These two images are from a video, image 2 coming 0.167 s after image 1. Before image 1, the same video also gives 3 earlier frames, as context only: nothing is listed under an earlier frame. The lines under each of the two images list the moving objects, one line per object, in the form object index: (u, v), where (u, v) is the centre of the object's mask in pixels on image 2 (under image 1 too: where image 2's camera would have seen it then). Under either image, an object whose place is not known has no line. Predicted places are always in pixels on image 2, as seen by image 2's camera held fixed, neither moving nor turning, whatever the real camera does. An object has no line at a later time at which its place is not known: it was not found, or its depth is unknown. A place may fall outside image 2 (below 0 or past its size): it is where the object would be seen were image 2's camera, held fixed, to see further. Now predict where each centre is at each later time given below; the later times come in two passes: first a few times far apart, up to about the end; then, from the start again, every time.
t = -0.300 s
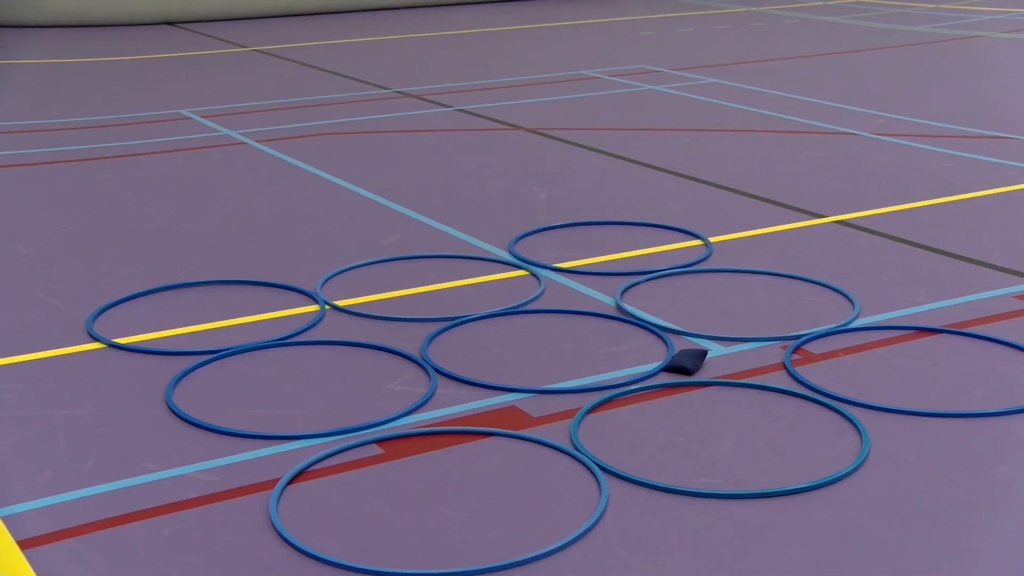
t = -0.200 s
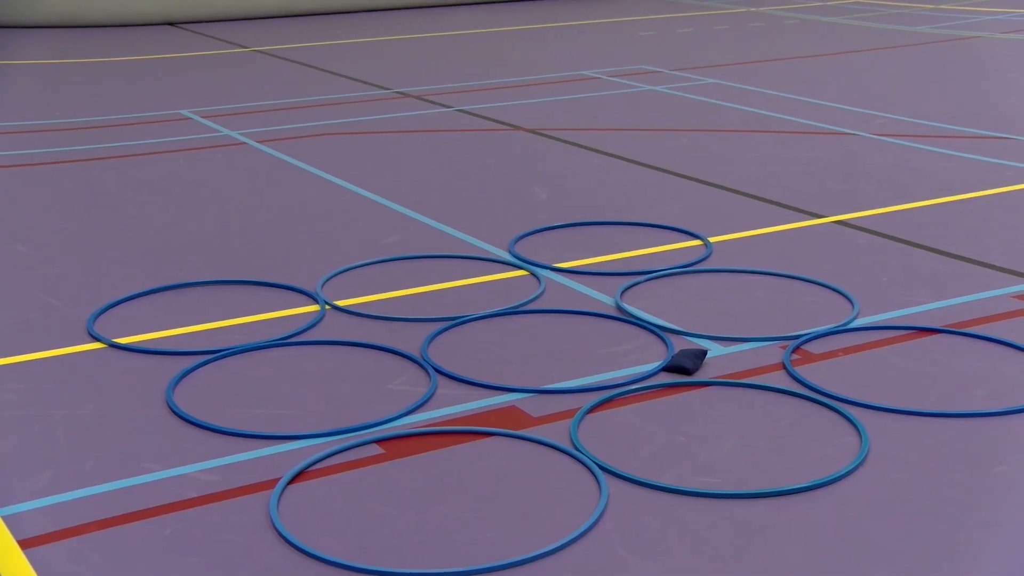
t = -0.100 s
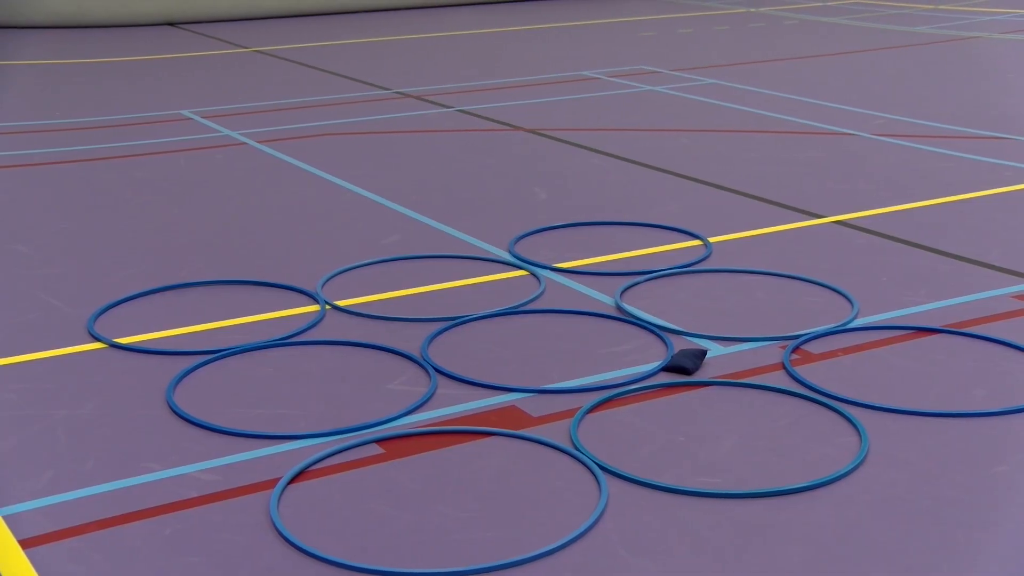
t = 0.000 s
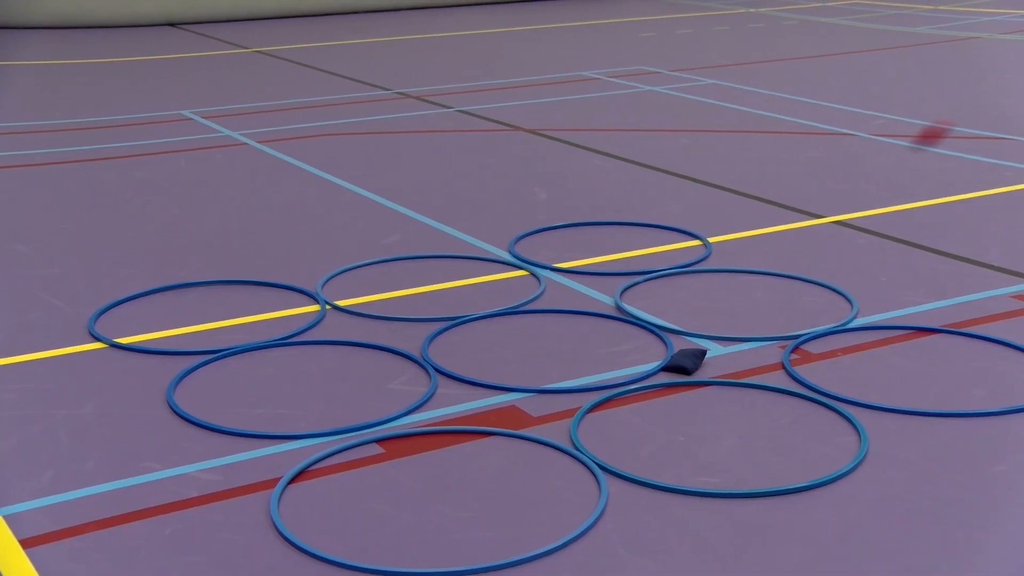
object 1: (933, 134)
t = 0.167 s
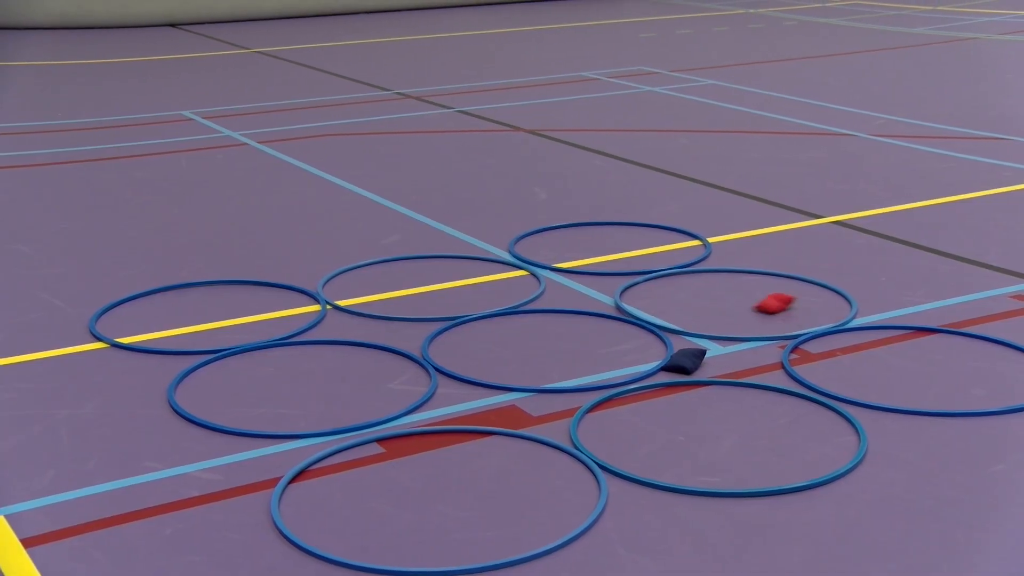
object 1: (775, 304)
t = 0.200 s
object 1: (758, 305)
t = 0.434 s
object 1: (680, 309)
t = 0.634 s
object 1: (668, 309)
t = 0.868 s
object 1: (668, 310)
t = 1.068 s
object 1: (668, 309)
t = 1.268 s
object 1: (668, 309)
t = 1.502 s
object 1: (668, 309)
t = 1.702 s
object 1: (668, 309)
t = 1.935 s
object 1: (667, 309)
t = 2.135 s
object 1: (667, 309)
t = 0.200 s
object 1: (758, 305)
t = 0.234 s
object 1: (742, 306)
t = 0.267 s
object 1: (728, 307)
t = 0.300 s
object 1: (715, 308)
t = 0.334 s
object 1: (704, 308)
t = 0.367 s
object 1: (695, 308)
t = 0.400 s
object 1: (687, 309)
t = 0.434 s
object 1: (680, 309)
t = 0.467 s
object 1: (675, 309)
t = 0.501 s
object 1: (671, 310)
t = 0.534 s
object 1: (669, 309)
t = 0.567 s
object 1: (669, 309)
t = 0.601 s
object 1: (669, 310)
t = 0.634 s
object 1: (668, 309)
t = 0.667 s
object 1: (668, 310)
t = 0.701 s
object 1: (668, 310)
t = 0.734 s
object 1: (668, 309)
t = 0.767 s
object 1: (668, 310)
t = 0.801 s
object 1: (668, 310)
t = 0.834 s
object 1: (668, 310)
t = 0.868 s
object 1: (668, 310)
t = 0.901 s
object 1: (669, 309)
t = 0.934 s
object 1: (668, 309)
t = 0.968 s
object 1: (668, 310)
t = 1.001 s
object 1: (668, 309)
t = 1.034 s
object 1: (668, 309)
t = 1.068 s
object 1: (668, 309)
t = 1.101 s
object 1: (668, 309)
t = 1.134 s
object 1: (668, 309)
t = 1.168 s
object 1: (668, 309)
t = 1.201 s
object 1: (668, 309)
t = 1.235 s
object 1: (668, 309)
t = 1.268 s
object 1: (668, 309)
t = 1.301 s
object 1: (668, 309)
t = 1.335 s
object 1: (668, 309)
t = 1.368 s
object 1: (668, 309)
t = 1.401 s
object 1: (668, 309)
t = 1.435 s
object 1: (668, 309)
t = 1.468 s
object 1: (668, 309)
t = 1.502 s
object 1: (668, 309)
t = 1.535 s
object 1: (668, 309)
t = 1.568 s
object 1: (668, 309)
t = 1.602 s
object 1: (668, 309)
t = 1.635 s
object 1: (668, 309)
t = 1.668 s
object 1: (668, 309)
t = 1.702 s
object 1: (668, 309)
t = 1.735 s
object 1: (667, 309)
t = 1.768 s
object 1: (668, 309)
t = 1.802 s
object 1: (667, 309)
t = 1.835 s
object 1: (667, 309)
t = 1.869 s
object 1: (667, 309)
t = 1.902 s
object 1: (667, 309)
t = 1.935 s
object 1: (667, 309)
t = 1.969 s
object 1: (667, 309)
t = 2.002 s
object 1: (667, 309)
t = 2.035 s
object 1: (667, 309)
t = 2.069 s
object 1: (667, 309)
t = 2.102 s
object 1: (667, 309)
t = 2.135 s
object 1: (667, 309)
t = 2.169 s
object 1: (667, 309)
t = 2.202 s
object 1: (666, 308)
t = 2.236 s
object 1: (666, 308)
